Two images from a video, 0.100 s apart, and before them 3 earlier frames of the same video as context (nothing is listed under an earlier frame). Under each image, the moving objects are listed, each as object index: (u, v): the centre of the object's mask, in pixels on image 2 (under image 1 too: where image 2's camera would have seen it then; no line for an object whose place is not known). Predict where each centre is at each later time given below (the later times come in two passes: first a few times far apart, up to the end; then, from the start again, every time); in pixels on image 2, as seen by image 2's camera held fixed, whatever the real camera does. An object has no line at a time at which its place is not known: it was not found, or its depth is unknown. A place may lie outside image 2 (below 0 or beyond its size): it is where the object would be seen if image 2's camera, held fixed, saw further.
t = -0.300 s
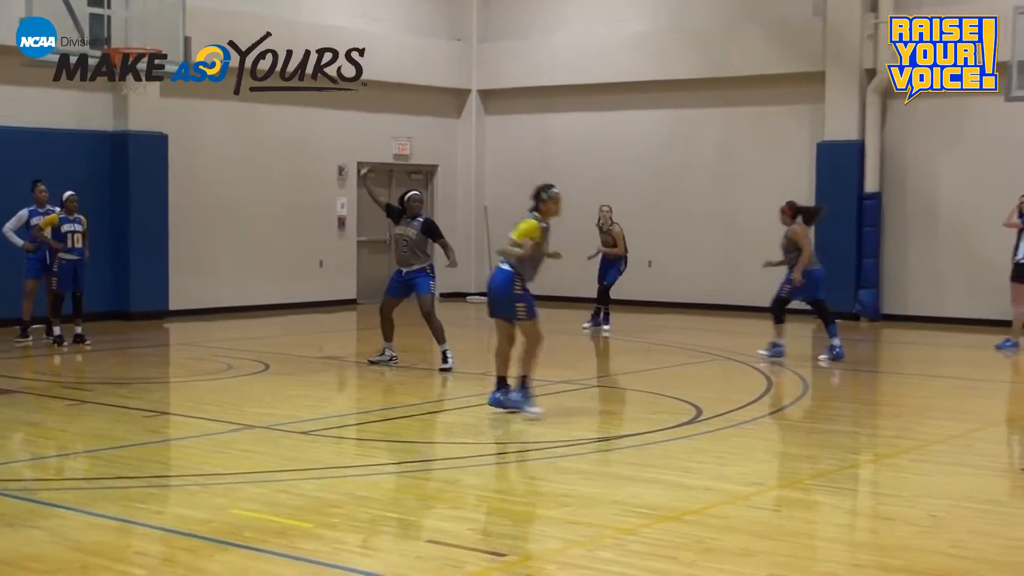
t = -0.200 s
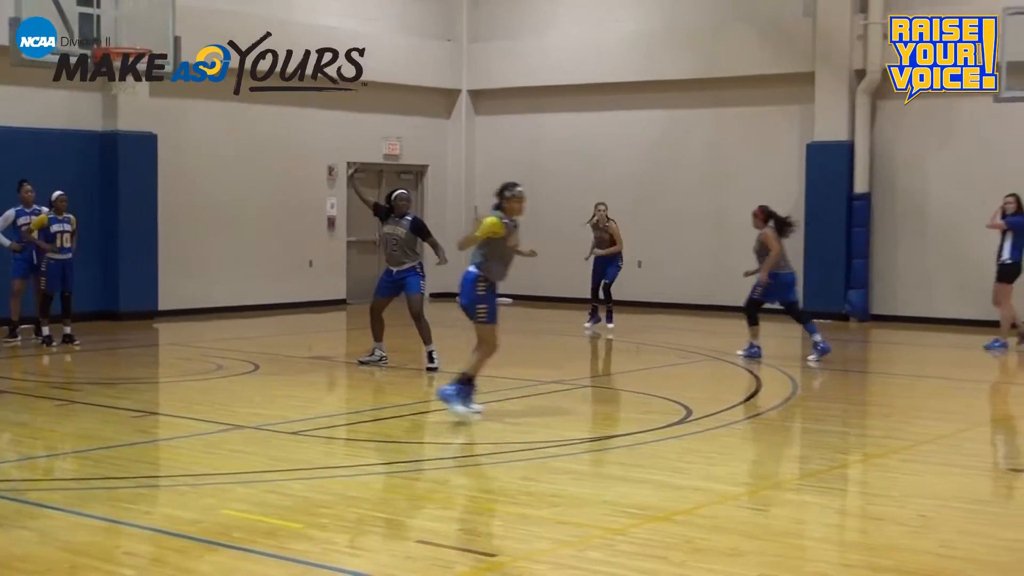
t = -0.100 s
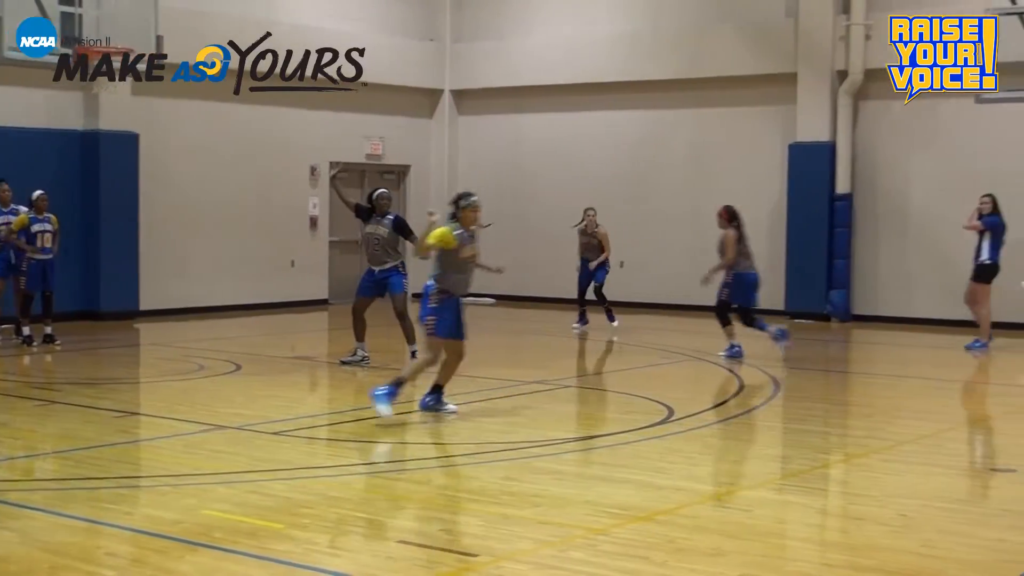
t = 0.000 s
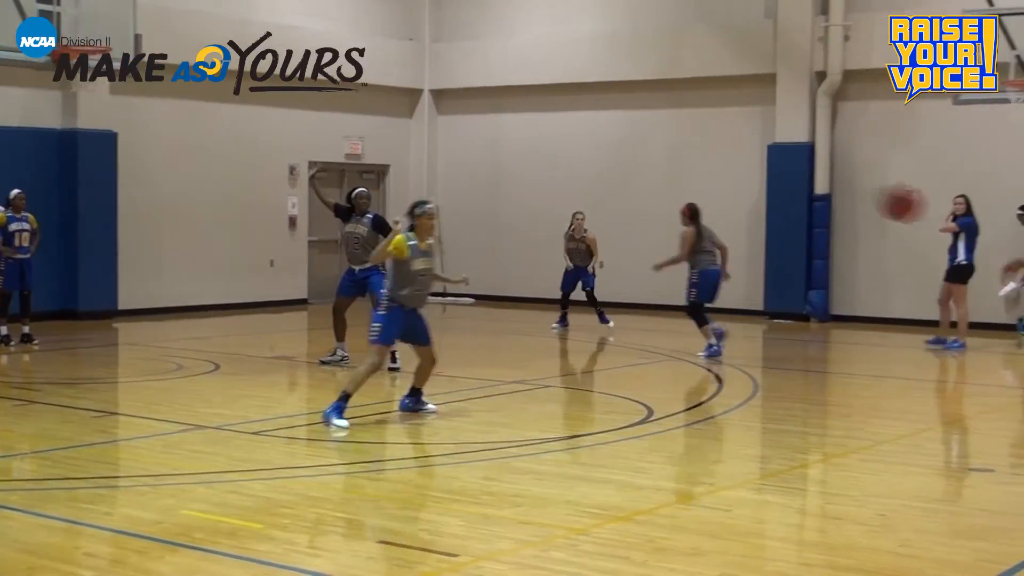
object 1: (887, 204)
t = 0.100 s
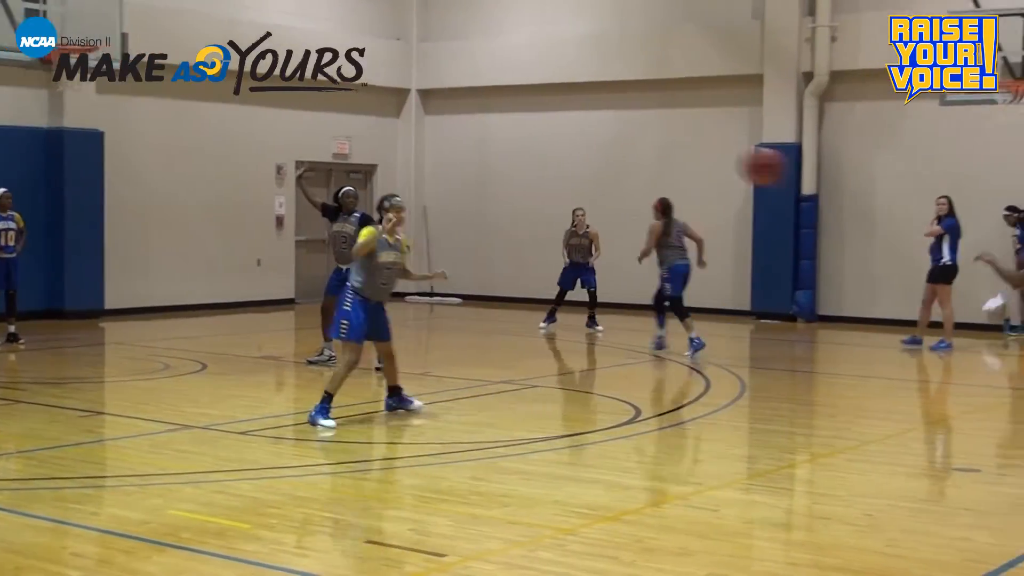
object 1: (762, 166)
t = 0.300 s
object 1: (533, 145)
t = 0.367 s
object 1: (463, 151)
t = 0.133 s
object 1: (721, 158)
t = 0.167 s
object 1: (682, 153)
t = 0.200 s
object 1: (644, 148)
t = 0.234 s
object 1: (606, 146)
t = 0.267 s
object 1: (569, 144)
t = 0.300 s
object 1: (533, 145)
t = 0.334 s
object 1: (498, 147)
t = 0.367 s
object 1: (463, 151)
